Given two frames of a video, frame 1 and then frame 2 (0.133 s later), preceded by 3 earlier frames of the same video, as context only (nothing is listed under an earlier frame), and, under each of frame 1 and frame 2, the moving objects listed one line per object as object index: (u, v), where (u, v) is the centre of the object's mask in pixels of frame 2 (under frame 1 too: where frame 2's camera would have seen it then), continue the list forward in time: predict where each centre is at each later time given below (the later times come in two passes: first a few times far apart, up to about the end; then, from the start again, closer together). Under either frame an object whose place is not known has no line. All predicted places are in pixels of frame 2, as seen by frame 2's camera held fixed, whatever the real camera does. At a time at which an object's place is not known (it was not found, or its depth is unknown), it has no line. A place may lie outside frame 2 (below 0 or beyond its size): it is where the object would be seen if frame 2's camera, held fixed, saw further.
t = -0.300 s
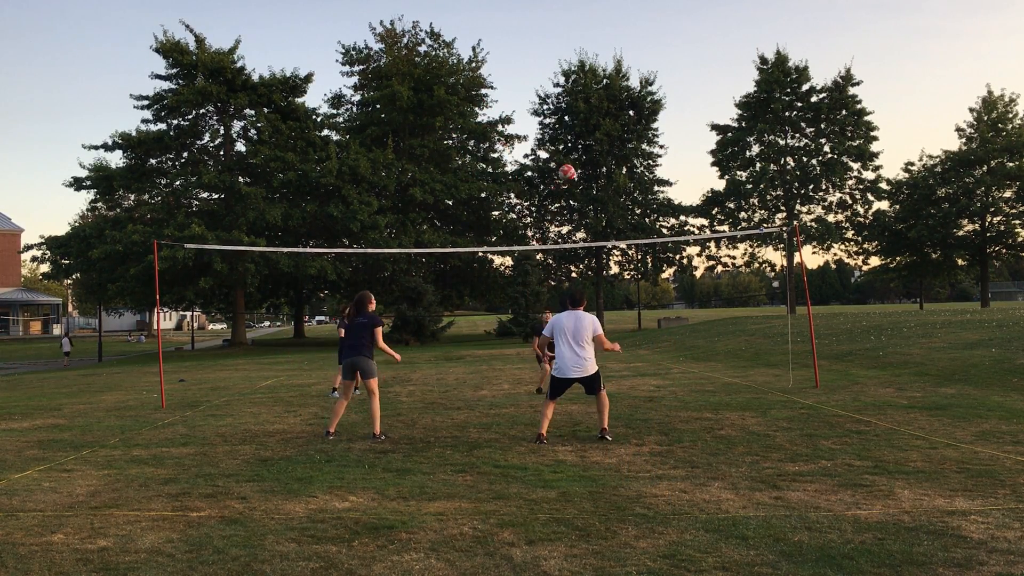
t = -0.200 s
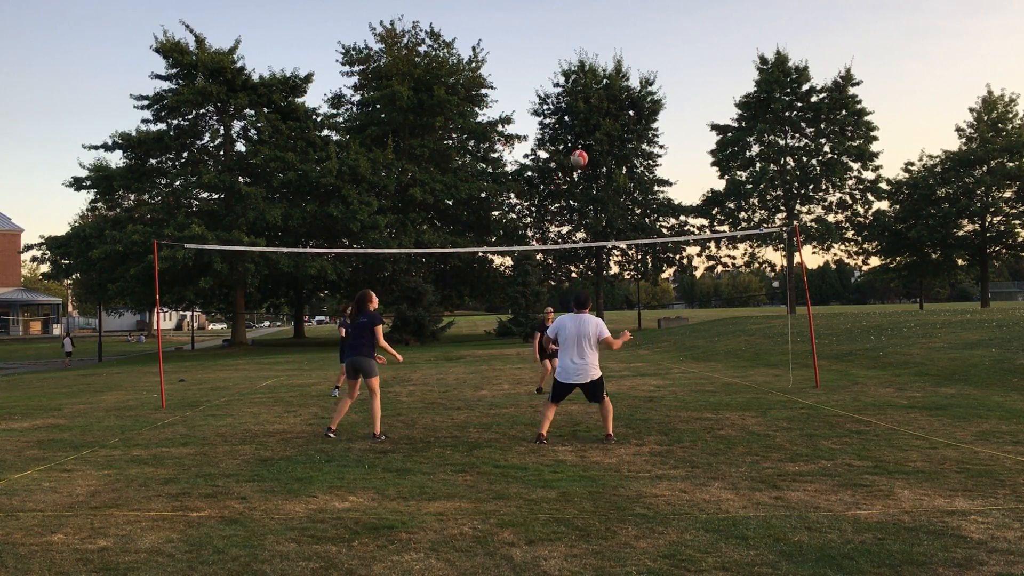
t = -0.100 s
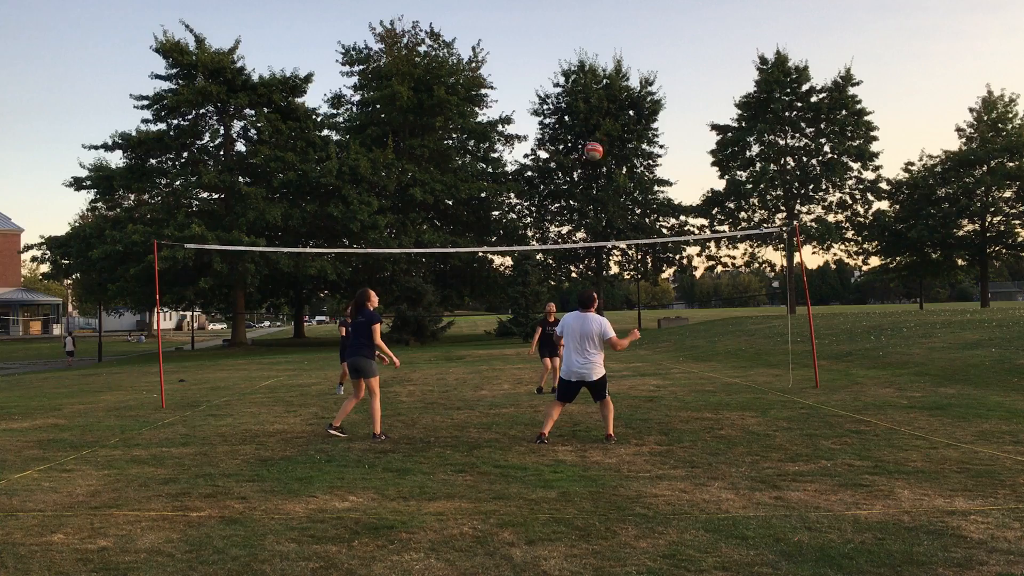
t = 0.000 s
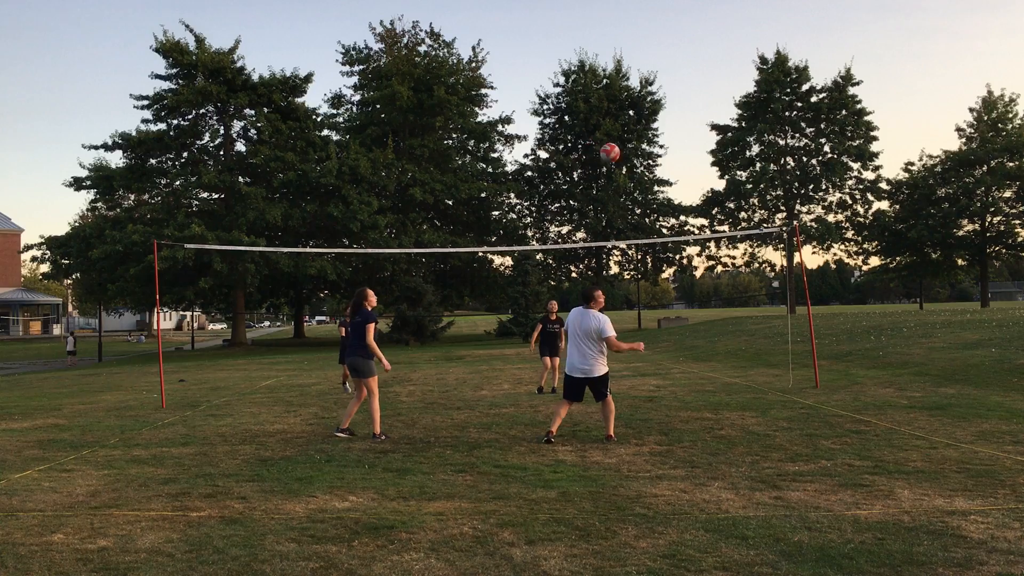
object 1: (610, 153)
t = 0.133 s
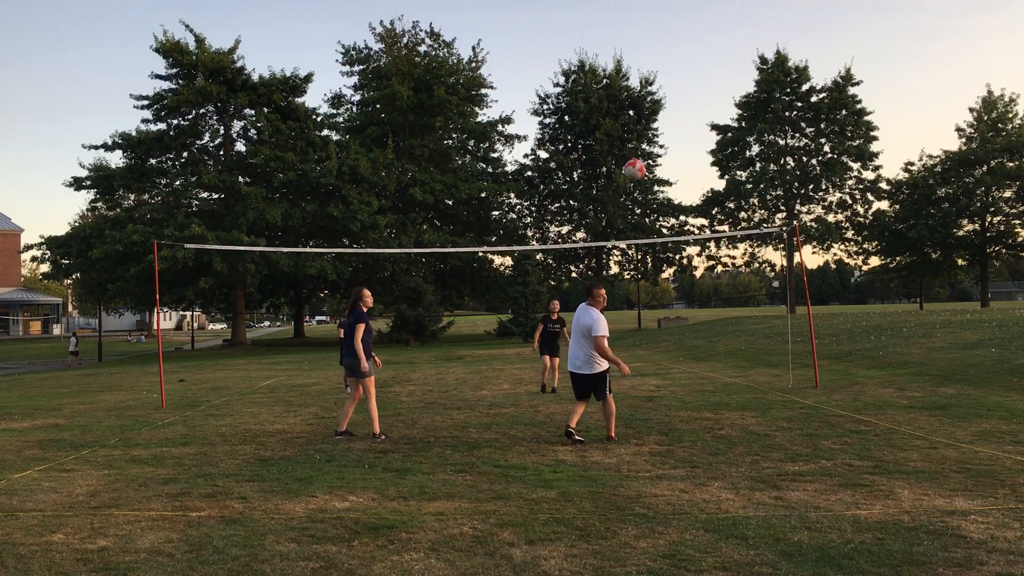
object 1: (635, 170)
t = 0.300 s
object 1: (673, 222)
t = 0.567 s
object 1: (762, 412)
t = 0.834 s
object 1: (844, 403)
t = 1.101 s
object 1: (927, 330)
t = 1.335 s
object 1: (1012, 367)
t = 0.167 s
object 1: (642, 177)
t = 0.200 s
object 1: (649, 186)
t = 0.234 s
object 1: (656, 197)
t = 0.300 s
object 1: (673, 222)
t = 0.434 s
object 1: (712, 298)
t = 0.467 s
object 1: (724, 323)
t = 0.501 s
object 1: (736, 349)
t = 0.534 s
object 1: (749, 379)
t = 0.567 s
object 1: (762, 412)
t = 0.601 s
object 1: (776, 449)
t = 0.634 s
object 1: (792, 490)
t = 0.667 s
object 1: (802, 494)
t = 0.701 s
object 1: (810, 473)
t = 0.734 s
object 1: (818, 454)
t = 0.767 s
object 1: (826, 435)
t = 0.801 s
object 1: (835, 418)
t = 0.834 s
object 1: (844, 403)
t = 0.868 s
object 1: (853, 388)
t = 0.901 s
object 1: (862, 375)
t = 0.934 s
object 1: (872, 364)
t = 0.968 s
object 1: (882, 353)
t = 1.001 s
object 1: (893, 345)
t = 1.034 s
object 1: (904, 339)
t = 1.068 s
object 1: (915, 333)
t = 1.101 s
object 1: (927, 330)
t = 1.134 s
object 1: (939, 329)
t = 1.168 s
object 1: (952, 330)
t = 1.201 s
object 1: (966, 332)
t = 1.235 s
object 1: (979, 337)
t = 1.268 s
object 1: (994, 345)
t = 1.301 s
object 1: (1005, 354)
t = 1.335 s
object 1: (1012, 367)
